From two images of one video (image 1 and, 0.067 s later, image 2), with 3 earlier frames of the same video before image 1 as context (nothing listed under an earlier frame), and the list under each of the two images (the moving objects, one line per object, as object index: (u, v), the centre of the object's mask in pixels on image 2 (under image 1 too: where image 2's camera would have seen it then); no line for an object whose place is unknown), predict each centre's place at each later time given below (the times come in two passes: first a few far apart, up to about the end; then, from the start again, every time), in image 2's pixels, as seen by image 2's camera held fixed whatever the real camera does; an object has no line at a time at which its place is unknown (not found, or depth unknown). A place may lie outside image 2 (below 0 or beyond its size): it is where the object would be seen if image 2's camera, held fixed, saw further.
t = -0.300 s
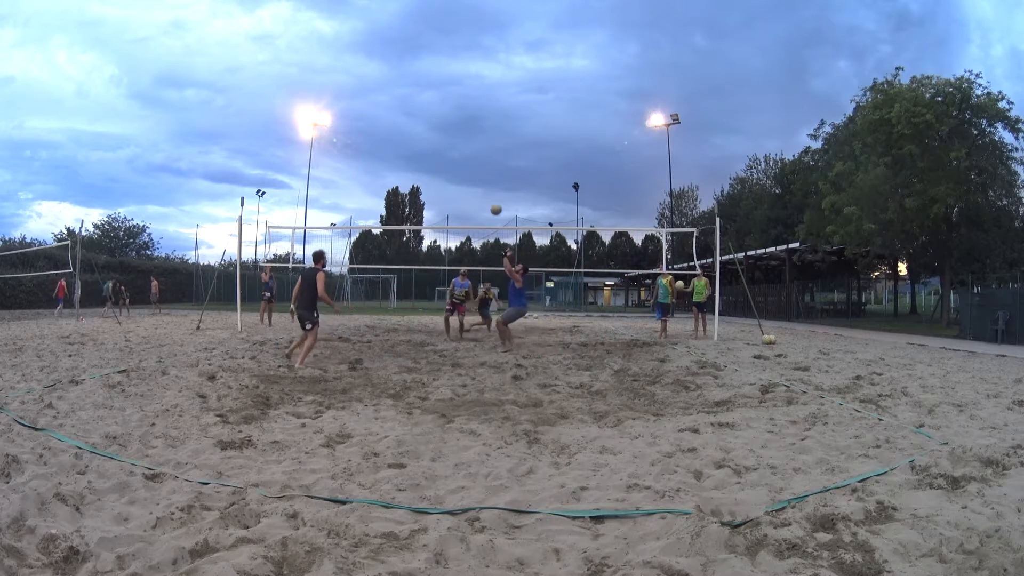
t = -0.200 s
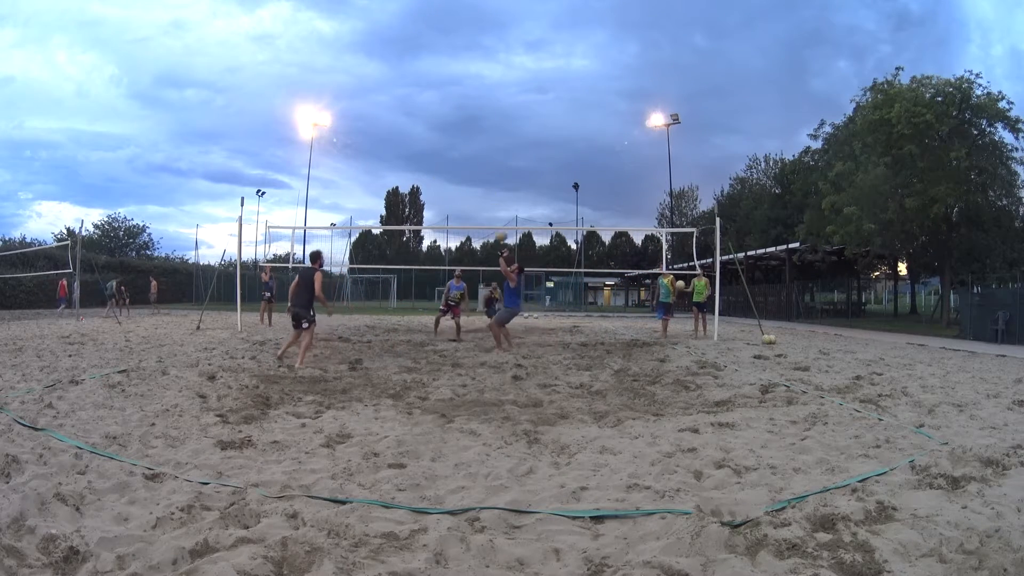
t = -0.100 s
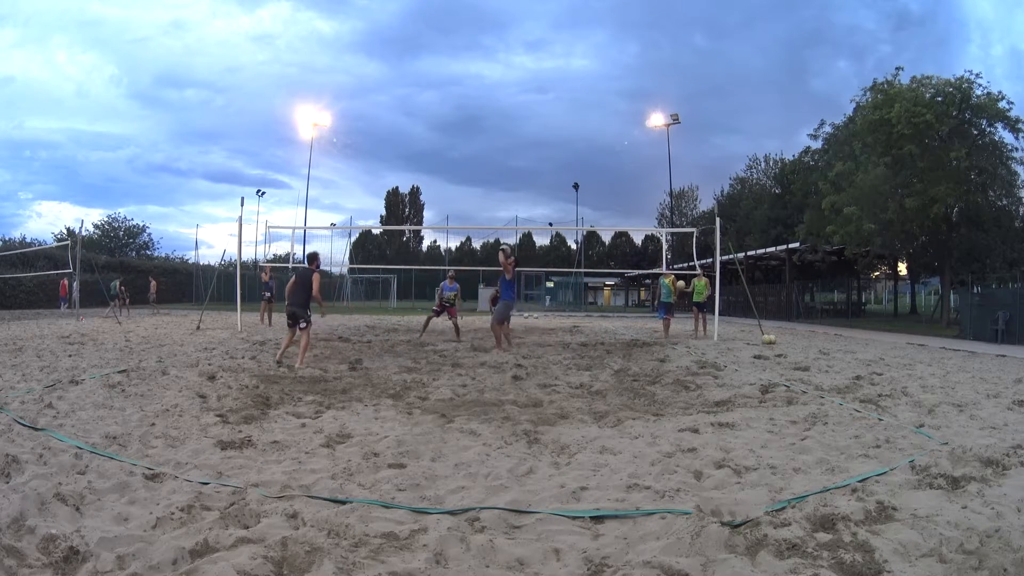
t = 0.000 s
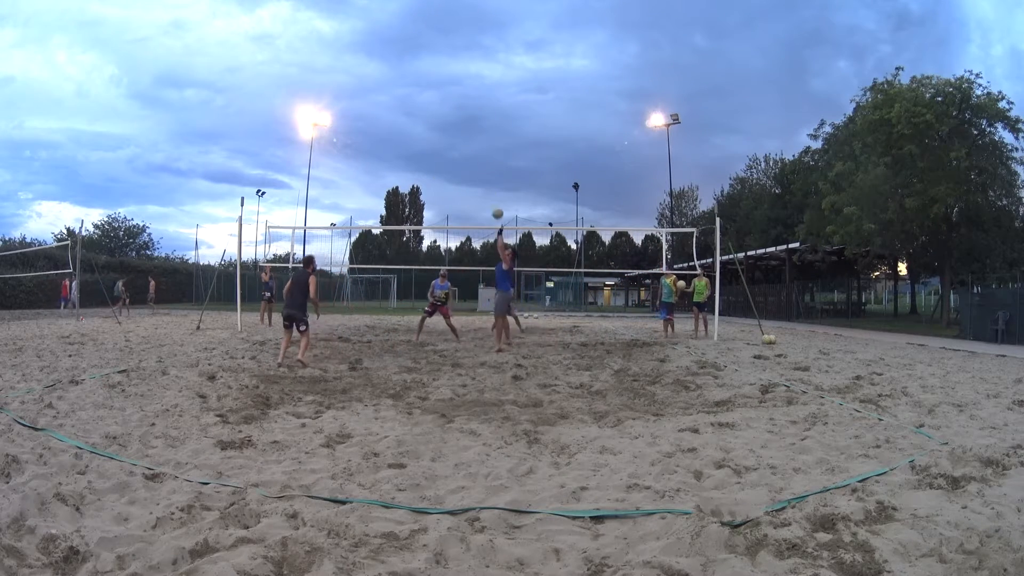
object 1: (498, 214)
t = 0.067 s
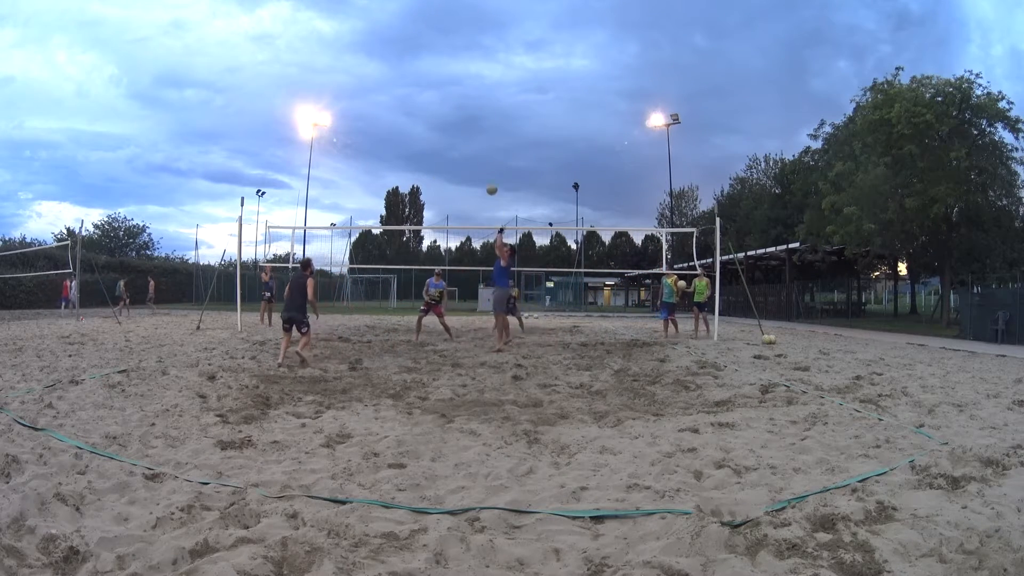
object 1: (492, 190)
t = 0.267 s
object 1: (475, 134)
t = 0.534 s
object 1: (453, 95)
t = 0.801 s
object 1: (432, 88)
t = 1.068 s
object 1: (409, 113)
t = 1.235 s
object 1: (394, 145)
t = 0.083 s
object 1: (490, 184)
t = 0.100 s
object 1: (489, 179)
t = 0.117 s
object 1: (487, 174)
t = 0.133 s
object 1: (486, 168)
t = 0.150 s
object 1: (484, 163)
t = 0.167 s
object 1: (483, 159)
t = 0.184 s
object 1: (482, 154)
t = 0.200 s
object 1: (480, 150)
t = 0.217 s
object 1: (479, 146)
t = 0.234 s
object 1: (477, 142)
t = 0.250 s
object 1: (476, 138)
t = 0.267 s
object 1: (475, 134)
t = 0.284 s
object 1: (473, 131)
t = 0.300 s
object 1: (472, 127)
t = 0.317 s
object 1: (470, 124)
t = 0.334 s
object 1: (469, 121)
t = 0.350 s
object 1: (468, 118)
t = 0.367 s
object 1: (466, 115)
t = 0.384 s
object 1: (465, 113)
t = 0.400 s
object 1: (464, 110)
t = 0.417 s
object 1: (463, 108)
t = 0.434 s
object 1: (461, 106)
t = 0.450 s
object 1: (460, 103)
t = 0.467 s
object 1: (459, 101)
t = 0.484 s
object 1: (457, 99)
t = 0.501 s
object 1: (456, 98)
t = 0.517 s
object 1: (455, 96)
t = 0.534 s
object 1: (453, 95)
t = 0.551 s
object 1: (452, 93)
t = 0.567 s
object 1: (451, 92)
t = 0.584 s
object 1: (450, 91)
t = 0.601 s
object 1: (448, 90)
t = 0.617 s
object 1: (447, 89)
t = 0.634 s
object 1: (446, 88)
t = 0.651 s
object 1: (445, 88)
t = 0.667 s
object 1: (443, 87)
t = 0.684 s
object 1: (442, 87)
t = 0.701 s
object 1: (441, 87)
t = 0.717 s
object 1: (439, 87)
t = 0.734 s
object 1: (438, 87)
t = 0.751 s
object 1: (436, 87)
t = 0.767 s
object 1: (435, 87)
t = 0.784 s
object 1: (434, 87)
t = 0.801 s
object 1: (432, 88)
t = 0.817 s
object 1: (431, 89)
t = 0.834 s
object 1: (430, 89)
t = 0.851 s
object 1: (428, 90)
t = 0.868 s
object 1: (427, 91)
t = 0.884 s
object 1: (425, 92)
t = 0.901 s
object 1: (424, 93)
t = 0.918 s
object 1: (423, 95)
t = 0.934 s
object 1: (421, 96)
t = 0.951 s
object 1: (420, 98)
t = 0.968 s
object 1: (418, 100)
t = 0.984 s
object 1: (417, 102)
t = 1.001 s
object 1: (415, 103)
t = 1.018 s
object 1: (414, 106)
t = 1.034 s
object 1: (412, 108)
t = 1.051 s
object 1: (411, 110)
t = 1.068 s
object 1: (409, 113)
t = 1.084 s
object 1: (408, 116)
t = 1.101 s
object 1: (406, 118)
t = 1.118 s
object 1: (405, 121)
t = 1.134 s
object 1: (403, 124)
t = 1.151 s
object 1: (402, 127)
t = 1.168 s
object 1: (400, 130)
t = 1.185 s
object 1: (399, 134)
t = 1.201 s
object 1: (397, 138)
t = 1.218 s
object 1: (396, 142)
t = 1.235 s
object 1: (394, 145)
